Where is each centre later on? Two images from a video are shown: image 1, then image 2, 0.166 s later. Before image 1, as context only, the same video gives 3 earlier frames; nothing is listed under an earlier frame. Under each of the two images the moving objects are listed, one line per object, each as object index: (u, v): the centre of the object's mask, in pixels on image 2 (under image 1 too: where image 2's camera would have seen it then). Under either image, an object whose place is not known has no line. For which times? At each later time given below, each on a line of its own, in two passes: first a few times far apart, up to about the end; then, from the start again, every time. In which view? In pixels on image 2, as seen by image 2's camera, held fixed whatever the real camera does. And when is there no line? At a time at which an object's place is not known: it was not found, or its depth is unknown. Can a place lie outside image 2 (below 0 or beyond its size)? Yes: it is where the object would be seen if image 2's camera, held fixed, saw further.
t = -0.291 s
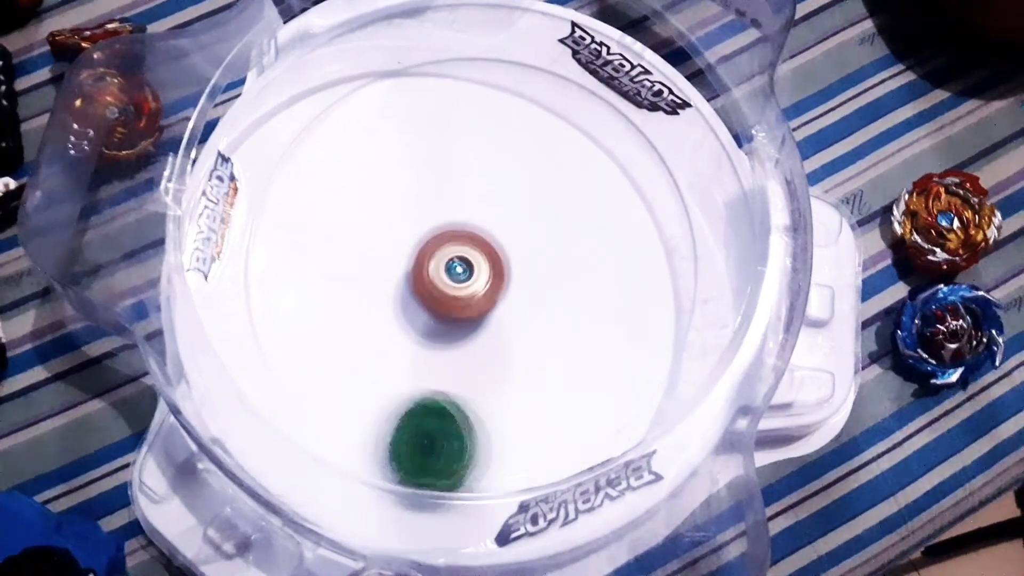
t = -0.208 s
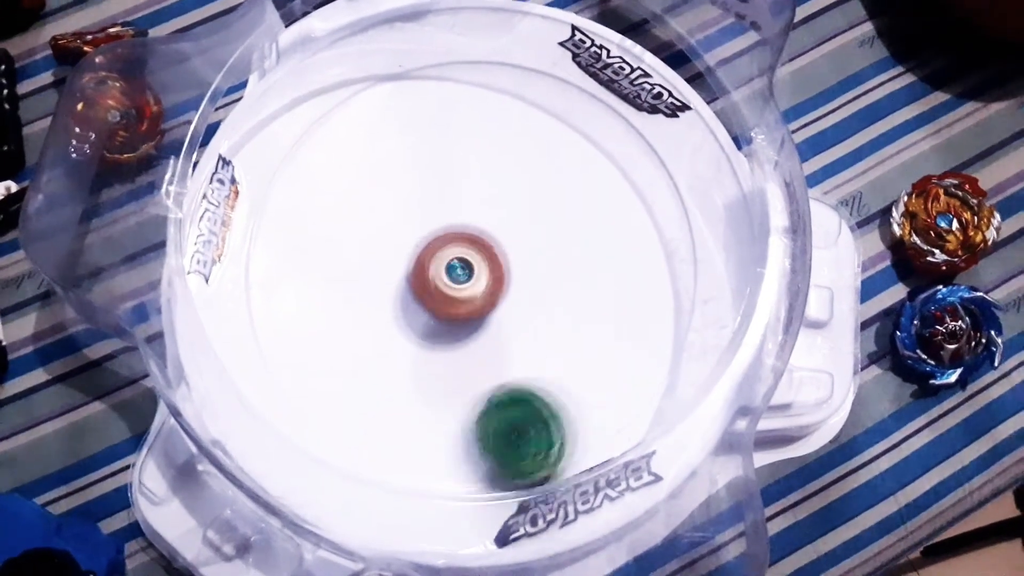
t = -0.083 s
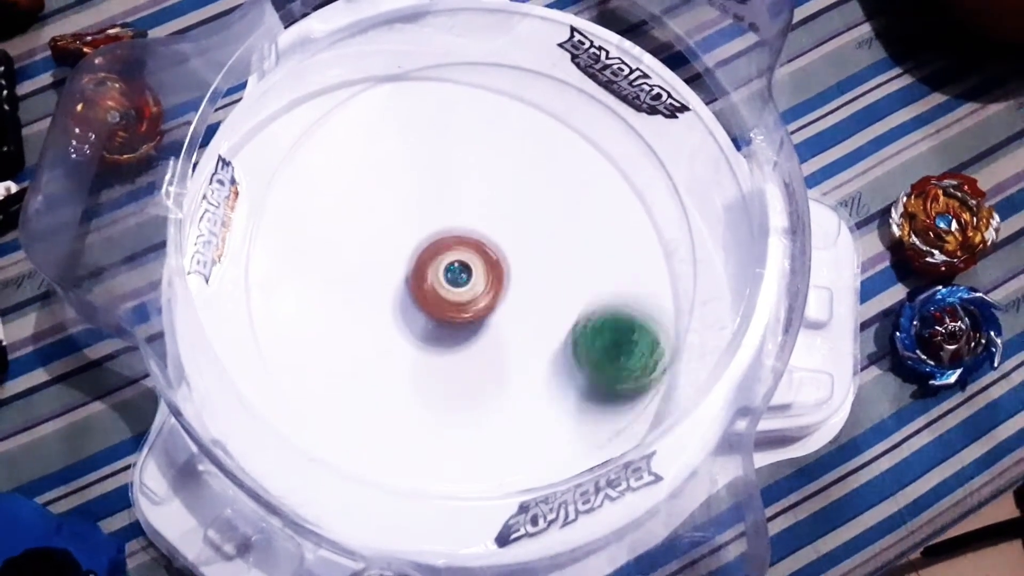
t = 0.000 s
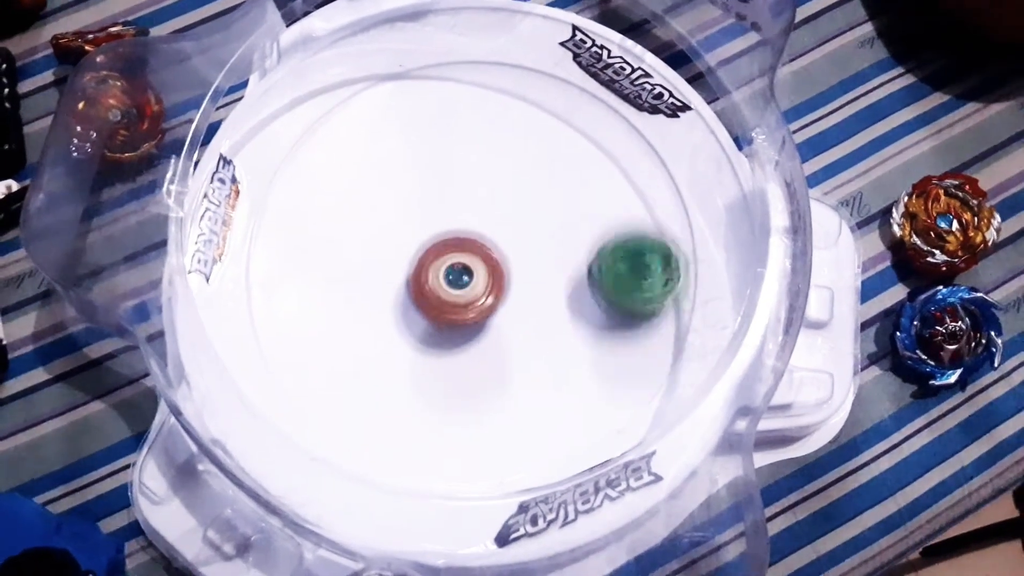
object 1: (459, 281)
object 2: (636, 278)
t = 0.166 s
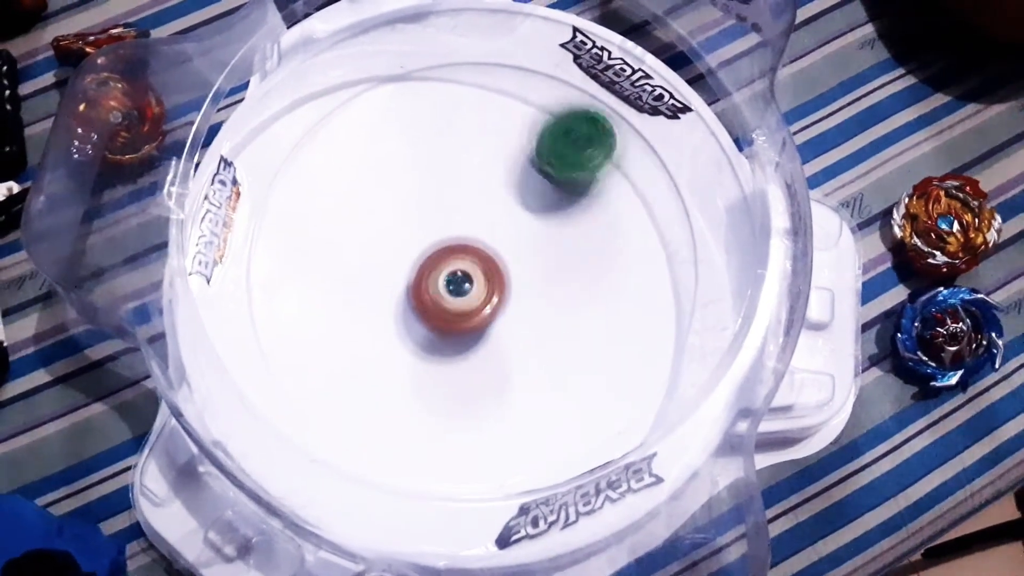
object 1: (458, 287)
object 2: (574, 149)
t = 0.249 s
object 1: (460, 287)
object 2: (513, 109)
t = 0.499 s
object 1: (458, 277)
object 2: (329, 150)
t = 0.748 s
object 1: (452, 267)
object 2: (309, 363)
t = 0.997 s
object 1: (450, 266)
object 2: (534, 388)
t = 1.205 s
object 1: (449, 273)
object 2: (610, 247)
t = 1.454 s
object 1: (456, 282)
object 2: (509, 114)
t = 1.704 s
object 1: (461, 288)
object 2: (354, 185)
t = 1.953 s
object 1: (462, 284)
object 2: (374, 375)
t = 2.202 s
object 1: (457, 275)
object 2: (544, 374)
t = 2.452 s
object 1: (453, 271)
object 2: (580, 224)
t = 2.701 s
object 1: (452, 272)
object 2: (442, 144)
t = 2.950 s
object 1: (453, 276)
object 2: (339, 232)
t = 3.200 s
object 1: (456, 275)
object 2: (379, 367)
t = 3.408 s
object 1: (456, 272)
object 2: (517, 361)
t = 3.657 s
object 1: (456, 268)
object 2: (565, 231)
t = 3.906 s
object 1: (455, 270)
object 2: (460, 149)
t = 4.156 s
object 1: (458, 273)
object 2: (366, 230)
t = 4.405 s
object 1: (469, 276)
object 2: (394, 359)
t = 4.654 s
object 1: (478, 259)
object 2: (526, 349)
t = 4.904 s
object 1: (440, 247)
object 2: (559, 243)
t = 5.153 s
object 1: (412, 273)
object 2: (485, 196)
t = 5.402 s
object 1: (416, 315)
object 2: (464, 213)
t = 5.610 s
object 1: (435, 322)
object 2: (490, 209)
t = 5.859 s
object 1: (442, 293)
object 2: (504, 182)
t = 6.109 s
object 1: (403, 311)
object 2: (505, 186)
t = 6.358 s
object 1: (385, 340)
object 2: (521, 164)
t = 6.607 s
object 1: (444, 304)
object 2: (499, 222)
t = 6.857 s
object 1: (437, 350)
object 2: (535, 161)
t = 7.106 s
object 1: (432, 306)
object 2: (498, 169)
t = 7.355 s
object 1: (423, 316)
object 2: (480, 201)
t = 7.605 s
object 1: (437, 309)
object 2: (491, 223)
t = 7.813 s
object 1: (444, 328)
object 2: (513, 224)
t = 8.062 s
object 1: (441, 318)
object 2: (510, 208)
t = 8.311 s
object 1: (415, 307)
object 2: (494, 238)
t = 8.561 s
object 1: (406, 311)
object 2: (507, 260)
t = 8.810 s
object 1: (394, 325)
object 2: (539, 259)
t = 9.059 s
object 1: (398, 298)
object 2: (547, 234)
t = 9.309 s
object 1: (420, 286)
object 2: (485, 236)
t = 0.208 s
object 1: (459, 288)
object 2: (545, 125)
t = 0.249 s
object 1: (460, 287)
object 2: (513, 109)
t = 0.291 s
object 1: (460, 286)
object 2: (480, 97)
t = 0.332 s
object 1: (461, 285)
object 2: (444, 94)
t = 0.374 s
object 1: (460, 284)
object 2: (410, 98)
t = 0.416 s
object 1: (459, 281)
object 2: (379, 109)
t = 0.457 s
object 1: (459, 279)
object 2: (352, 126)
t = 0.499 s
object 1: (458, 277)
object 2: (329, 150)
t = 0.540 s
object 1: (456, 275)
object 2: (309, 179)
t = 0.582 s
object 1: (455, 273)
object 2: (294, 212)
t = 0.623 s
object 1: (454, 271)
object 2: (285, 253)
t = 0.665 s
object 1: (453, 269)
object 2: (281, 292)
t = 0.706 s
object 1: (452, 268)
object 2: (288, 331)
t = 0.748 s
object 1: (452, 267)
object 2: (309, 363)
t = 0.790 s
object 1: (451, 266)
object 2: (339, 388)
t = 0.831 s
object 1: (449, 266)
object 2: (375, 406)
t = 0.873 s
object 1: (449, 266)
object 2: (417, 413)
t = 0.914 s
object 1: (449, 266)
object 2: (457, 414)
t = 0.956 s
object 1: (450, 265)
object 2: (496, 405)
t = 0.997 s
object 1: (450, 266)
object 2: (534, 388)
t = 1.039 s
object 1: (450, 266)
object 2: (565, 365)
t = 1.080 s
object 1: (450, 267)
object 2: (590, 334)
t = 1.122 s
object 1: (450, 269)
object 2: (603, 307)
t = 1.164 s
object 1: (449, 271)
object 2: (609, 278)
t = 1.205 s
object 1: (449, 273)
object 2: (610, 247)
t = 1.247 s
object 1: (451, 274)
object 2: (604, 218)
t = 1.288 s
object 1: (451, 277)
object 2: (594, 189)
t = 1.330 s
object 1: (453, 279)
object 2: (580, 163)
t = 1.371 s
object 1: (455, 280)
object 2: (560, 143)
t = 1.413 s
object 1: (455, 281)
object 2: (535, 126)
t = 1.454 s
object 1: (456, 282)
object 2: (509, 114)
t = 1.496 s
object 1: (457, 284)
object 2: (480, 108)
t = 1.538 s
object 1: (459, 285)
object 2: (449, 109)
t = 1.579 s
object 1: (460, 286)
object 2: (420, 118)
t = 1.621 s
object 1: (460, 287)
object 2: (392, 135)
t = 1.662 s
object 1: (461, 287)
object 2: (372, 155)
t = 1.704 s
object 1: (461, 288)
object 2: (354, 185)
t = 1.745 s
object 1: (462, 286)
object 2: (341, 222)
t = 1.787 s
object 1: (461, 287)
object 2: (334, 256)
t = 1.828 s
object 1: (461, 287)
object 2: (331, 292)
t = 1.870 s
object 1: (461, 286)
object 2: (336, 326)
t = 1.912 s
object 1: (462, 285)
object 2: (352, 355)
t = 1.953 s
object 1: (462, 284)
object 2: (374, 375)
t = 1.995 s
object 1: (462, 283)
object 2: (400, 390)
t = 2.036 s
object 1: (461, 280)
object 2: (429, 398)
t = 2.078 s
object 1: (460, 279)
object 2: (459, 399)
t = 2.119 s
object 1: (460, 277)
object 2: (488, 397)
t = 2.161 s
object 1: (458, 276)
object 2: (517, 389)
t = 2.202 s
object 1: (457, 275)
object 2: (544, 374)
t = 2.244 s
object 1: (456, 273)
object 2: (566, 355)
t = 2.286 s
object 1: (455, 273)
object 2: (583, 329)
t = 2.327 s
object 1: (454, 273)
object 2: (592, 304)
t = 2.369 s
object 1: (454, 272)
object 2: (594, 278)
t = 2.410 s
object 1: (453, 272)
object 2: (591, 251)
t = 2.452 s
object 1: (453, 271)
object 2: (580, 224)
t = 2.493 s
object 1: (453, 270)
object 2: (565, 200)
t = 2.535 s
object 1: (452, 271)
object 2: (545, 180)
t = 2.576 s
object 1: (452, 272)
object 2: (522, 163)
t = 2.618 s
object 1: (451, 272)
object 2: (497, 151)
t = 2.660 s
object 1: (451, 272)
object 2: (469, 144)
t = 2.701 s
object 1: (452, 272)
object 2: (442, 144)
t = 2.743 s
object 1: (452, 273)
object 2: (419, 148)
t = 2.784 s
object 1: (451, 273)
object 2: (399, 157)
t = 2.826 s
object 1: (451, 274)
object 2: (380, 171)
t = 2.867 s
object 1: (453, 275)
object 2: (363, 189)
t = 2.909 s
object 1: (453, 275)
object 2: (350, 209)
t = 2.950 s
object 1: (453, 276)
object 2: (339, 232)
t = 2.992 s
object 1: (453, 276)
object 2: (331, 258)
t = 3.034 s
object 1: (454, 276)
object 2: (326, 288)
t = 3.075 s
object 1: (455, 276)
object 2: (328, 312)
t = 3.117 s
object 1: (455, 277)
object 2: (338, 334)
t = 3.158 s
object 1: (455, 277)
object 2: (357, 352)
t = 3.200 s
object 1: (456, 275)
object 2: (379, 367)
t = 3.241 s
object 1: (457, 276)
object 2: (407, 375)
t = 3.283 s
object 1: (456, 277)
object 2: (436, 380)
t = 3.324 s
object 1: (456, 275)
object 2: (465, 377)
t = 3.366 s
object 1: (456, 273)
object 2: (494, 371)
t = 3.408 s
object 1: (456, 272)
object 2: (517, 361)
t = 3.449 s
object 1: (457, 271)
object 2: (540, 341)
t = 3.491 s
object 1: (457, 270)
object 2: (557, 320)
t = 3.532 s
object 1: (458, 268)
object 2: (566, 299)
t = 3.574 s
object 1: (457, 268)
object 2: (571, 277)
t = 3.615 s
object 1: (456, 268)
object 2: (570, 254)
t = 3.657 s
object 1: (456, 268)
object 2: (565, 231)
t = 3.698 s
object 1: (457, 268)
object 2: (556, 209)
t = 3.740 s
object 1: (456, 268)
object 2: (542, 189)
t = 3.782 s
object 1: (455, 268)
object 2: (525, 172)
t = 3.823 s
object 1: (455, 268)
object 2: (506, 160)
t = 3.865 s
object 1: (456, 269)
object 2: (485, 152)
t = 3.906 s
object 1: (455, 270)
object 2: (460, 149)
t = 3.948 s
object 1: (454, 271)
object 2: (439, 151)
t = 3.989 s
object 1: (455, 270)
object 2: (420, 159)
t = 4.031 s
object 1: (455, 271)
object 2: (402, 171)
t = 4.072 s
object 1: (456, 273)
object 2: (388, 186)
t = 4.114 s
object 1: (456, 273)
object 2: (377, 205)
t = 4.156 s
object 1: (458, 273)
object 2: (366, 230)
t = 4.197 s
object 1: (462, 274)
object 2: (356, 252)
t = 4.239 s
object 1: (462, 274)
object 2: (351, 275)
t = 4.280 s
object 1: (464, 275)
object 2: (350, 303)
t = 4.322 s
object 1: (466, 276)
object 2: (358, 329)
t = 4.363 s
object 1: (468, 276)
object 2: (374, 346)
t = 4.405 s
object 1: (469, 276)
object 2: (394, 359)
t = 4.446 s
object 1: (471, 274)
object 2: (418, 367)
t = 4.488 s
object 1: (473, 271)
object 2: (439, 373)
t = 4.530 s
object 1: (477, 266)
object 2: (461, 375)
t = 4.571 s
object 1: (477, 263)
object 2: (484, 373)
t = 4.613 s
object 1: (479, 260)
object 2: (505, 363)
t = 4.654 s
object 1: (478, 259)
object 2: (526, 349)
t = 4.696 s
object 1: (476, 255)
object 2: (540, 333)
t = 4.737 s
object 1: (468, 252)
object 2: (554, 317)
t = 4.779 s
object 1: (463, 246)
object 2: (562, 300)
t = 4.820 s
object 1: (459, 246)
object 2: (562, 281)
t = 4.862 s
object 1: (454, 246)
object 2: (558, 261)
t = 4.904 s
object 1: (440, 247)
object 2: (559, 243)
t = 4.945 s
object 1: (430, 248)
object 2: (554, 228)
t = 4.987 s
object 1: (423, 251)
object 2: (544, 214)
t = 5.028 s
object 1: (418, 255)
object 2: (529, 203)
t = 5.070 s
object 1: (418, 258)
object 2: (512, 198)
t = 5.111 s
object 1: (417, 264)
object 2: (496, 197)
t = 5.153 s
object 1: (412, 273)
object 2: (485, 196)
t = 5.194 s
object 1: (410, 280)
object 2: (476, 198)
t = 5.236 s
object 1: (411, 286)
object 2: (466, 202)
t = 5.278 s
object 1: (409, 296)
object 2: (461, 206)
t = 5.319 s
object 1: (408, 306)
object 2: (461, 207)
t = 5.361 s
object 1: (411, 311)
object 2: (462, 208)
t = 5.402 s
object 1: (416, 315)
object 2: (464, 213)
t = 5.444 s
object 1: (423, 315)
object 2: (465, 218)
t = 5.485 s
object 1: (429, 312)
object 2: (467, 222)
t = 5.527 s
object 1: (432, 317)
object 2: (474, 222)
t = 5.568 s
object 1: (432, 319)
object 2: (482, 217)
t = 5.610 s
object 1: (435, 322)
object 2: (490, 209)
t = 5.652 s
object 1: (437, 320)
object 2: (497, 202)
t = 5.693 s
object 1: (440, 316)
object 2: (503, 195)
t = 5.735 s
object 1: (442, 311)
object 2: (506, 190)
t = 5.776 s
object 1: (443, 305)
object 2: (507, 185)
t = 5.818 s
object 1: (442, 299)
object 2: (507, 182)
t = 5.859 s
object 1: (442, 293)
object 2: (504, 182)
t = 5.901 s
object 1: (441, 287)
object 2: (499, 183)
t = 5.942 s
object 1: (439, 282)
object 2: (496, 187)
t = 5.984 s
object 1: (438, 278)
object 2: (492, 194)
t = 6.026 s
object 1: (436, 277)
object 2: (489, 199)
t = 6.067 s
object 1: (421, 295)
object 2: (497, 192)
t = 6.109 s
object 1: (403, 311)
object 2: (505, 186)
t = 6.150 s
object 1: (389, 325)
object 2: (513, 178)
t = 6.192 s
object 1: (380, 337)
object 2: (520, 171)
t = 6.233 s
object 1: (376, 343)
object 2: (523, 166)
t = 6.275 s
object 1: (377, 346)
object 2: (523, 164)
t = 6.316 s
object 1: (381, 345)
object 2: (522, 161)
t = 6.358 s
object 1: (385, 340)
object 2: (521, 164)
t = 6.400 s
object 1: (390, 335)
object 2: (516, 169)
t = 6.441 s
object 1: (398, 328)
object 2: (513, 176)
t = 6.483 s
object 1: (405, 320)
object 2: (509, 184)
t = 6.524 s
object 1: (417, 313)
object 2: (505, 197)
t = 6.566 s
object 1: (430, 307)
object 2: (501, 210)
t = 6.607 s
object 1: (444, 304)
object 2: (499, 222)
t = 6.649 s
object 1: (444, 321)
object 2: (509, 215)
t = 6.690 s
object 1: (440, 341)
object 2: (519, 201)
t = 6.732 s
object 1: (441, 344)
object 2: (526, 189)
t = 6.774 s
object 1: (438, 353)
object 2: (531, 178)
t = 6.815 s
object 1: (437, 352)
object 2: (534, 169)
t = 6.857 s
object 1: (437, 350)
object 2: (535, 161)
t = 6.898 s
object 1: (437, 343)
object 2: (533, 155)
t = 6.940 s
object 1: (437, 336)
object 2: (528, 152)
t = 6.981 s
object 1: (435, 326)
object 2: (521, 151)
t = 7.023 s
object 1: (434, 319)
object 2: (513, 155)
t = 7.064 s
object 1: (432, 311)
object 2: (506, 160)
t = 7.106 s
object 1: (432, 306)
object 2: (498, 169)
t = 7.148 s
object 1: (431, 300)
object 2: (489, 182)
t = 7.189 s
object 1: (431, 298)
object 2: (482, 194)
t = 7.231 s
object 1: (428, 296)
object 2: (477, 206)
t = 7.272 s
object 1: (421, 310)
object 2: (478, 203)
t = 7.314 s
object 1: (422, 317)
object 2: (480, 200)
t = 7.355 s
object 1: (423, 316)
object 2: (480, 201)
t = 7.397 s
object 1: (426, 315)
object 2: (481, 204)
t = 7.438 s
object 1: (428, 311)
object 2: (483, 208)
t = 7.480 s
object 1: (432, 308)
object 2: (484, 211)
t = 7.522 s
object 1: (434, 307)
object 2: (485, 216)
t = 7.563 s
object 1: (436, 307)
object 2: (487, 219)
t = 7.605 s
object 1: (437, 309)
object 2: (491, 223)
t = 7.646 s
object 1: (439, 314)
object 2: (496, 225)
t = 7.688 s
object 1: (443, 312)
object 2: (499, 227)
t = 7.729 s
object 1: (445, 311)
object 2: (502, 231)
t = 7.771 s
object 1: (442, 323)
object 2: (509, 228)
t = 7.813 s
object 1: (444, 328)
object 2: (513, 224)
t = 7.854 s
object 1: (446, 328)
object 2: (518, 218)
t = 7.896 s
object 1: (447, 325)
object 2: (521, 214)
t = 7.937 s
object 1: (445, 322)
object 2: (521, 210)
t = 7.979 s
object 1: (442, 320)
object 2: (519, 207)
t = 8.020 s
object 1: (441, 319)
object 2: (515, 206)
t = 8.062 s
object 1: (441, 318)
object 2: (510, 208)
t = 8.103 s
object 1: (439, 315)
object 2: (505, 211)
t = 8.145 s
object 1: (439, 309)
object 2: (500, 216)
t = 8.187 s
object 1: (438, 305)
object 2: (492, 225)
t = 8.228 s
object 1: (433, 303)
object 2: (490, 230)
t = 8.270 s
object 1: (426, 305)
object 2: (491, 235)
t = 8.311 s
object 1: (415, 307)
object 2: (494, 238)
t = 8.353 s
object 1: (408, 307)
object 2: (497, 239)
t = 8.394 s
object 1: (402, 309)
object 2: (500, 243)
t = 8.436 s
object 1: (401, 308)
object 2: (503, 247)
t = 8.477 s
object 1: (400, 309)
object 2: (505, 253)
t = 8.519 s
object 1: (404, 310)
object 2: (506, 257)
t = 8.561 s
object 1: (406, 311)
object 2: (507, 260)
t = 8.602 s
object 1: (408, 309)
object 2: (505, 266)
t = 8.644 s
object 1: (412, 309)
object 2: (504, 271)
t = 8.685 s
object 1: (414, 311)
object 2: (508, 273)
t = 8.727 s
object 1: (404, 319)
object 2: (521, 269)
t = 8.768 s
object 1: (398, 323)
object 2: (531, 264)
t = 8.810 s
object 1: (394, 325)
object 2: (539, 259)
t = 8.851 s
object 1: (395, 322)
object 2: (546, 254)
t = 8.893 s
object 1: (394, 320)
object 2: (552, 250)
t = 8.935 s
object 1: (395, 315)
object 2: (554, 246)
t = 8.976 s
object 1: (395, 312)
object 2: (555, 241)
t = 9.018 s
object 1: (397, 305)
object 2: (554, 238)
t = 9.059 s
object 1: (398, 298)
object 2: (547, 234)
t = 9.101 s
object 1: (403, 294)
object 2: (538, 232)
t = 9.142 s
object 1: (407, 295)
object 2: (530, 232)
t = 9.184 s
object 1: (412, 295)
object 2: (520, 232)
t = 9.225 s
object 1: (417, 290)
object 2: (508, 233)
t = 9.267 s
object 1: (419, 289)
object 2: (498, 235)
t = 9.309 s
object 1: (420, 286)
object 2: (485, 236)
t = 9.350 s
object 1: (419, 287)
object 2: (475, 236)
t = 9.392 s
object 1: (412, 295)
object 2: (483, 231)
